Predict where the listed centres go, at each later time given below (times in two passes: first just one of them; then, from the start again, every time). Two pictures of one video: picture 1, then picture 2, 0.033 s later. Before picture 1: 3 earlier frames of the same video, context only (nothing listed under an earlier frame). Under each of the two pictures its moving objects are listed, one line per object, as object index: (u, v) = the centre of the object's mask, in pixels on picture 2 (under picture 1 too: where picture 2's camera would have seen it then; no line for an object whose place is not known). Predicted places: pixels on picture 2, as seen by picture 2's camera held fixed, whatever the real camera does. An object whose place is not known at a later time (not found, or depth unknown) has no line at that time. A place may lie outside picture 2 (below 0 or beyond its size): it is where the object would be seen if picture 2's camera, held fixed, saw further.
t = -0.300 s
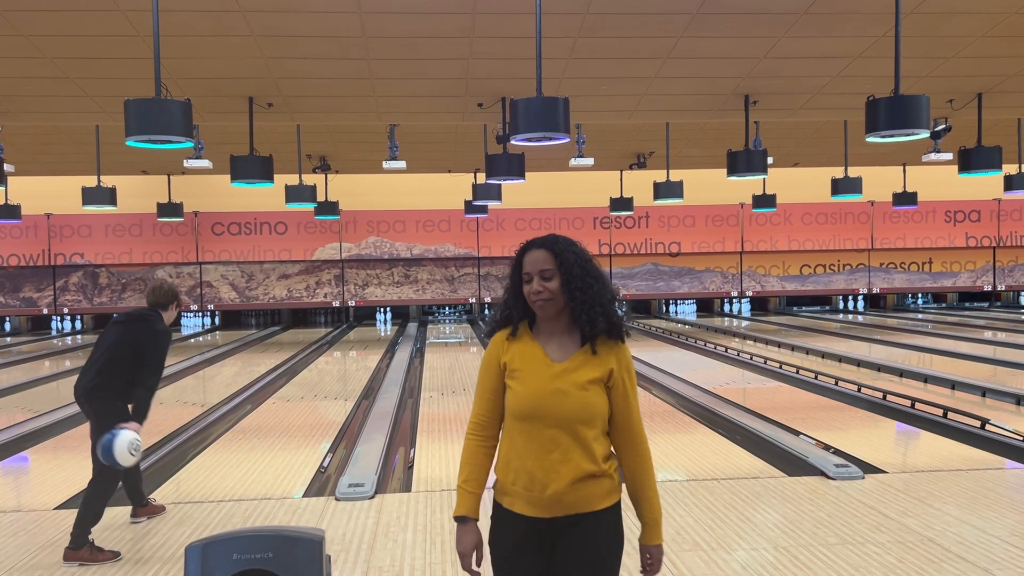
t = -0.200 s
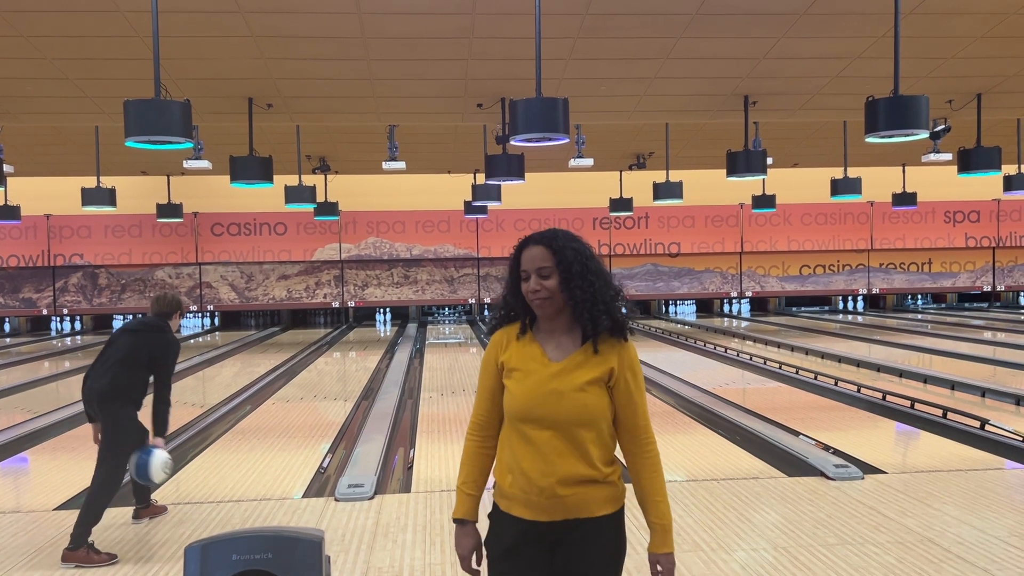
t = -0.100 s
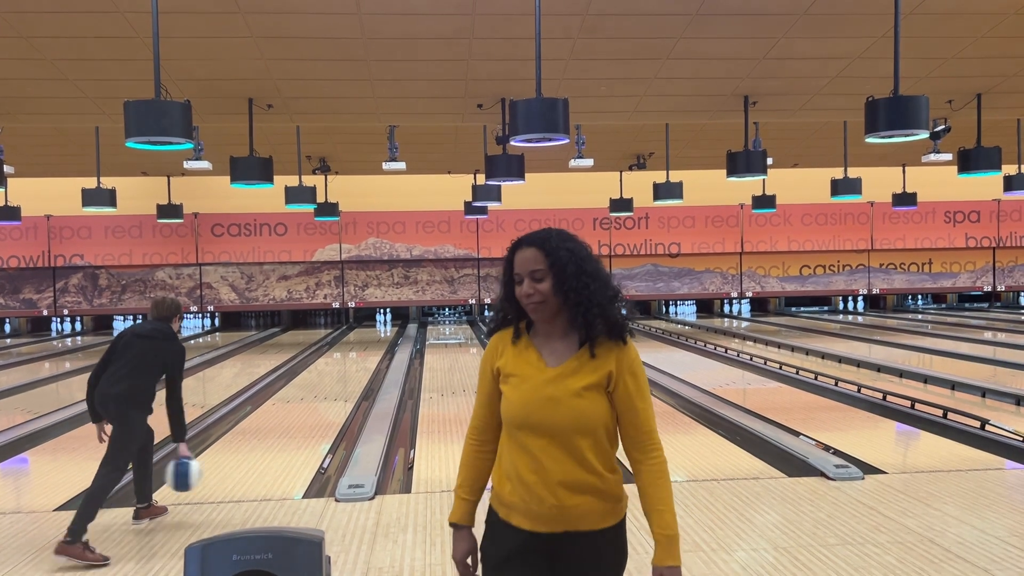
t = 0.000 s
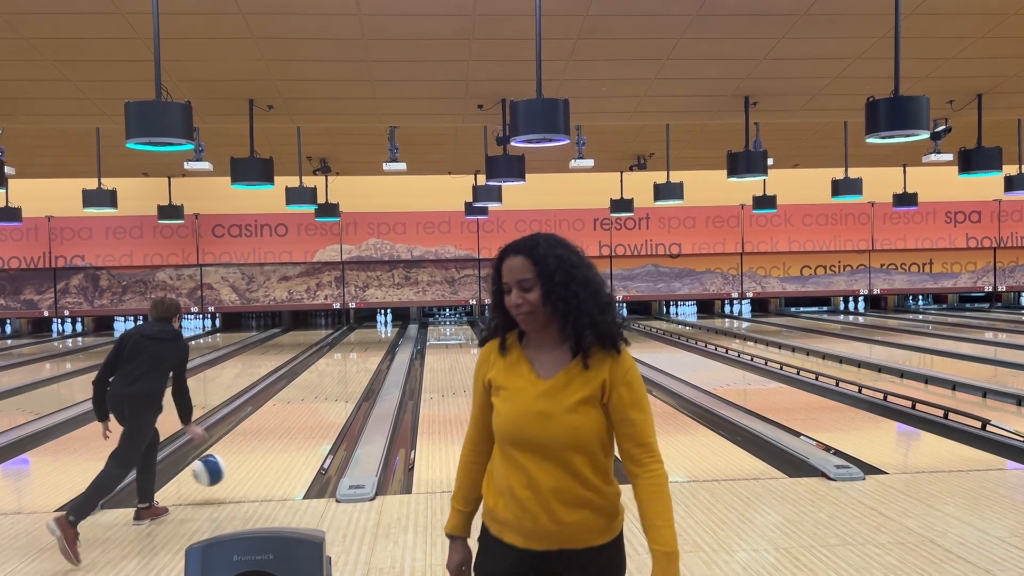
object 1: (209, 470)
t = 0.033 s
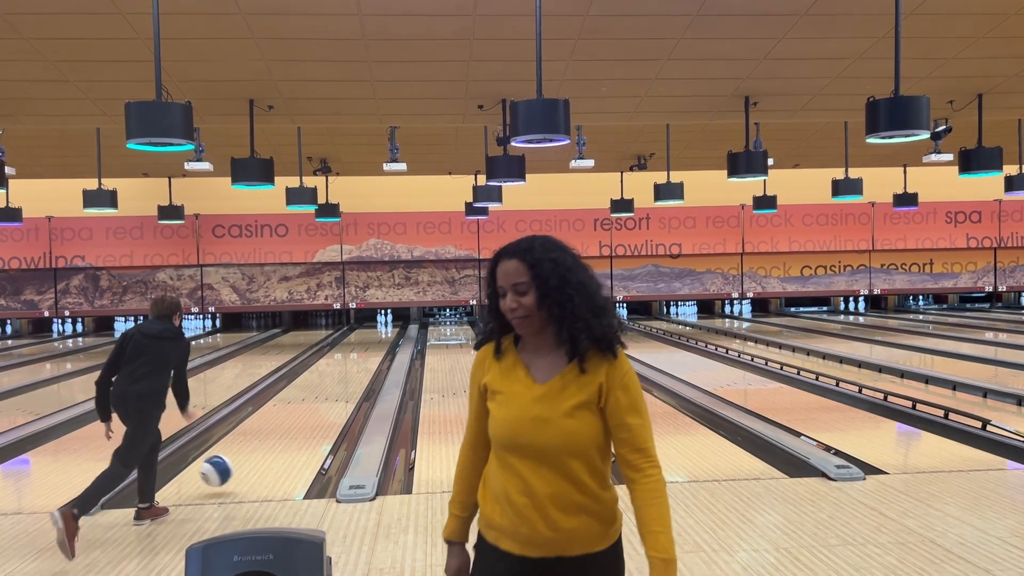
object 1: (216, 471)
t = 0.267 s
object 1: (254, 444)
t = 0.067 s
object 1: (223, 473)
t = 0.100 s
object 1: (228, 467)
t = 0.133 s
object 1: (234, 462)
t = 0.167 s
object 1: (240, 457)
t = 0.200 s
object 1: (244, 453)
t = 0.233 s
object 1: (249, 448)
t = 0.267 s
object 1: (254, 444)
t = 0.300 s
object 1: (258, 440)
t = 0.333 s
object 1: (263, 436)
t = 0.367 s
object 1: (267, 432)
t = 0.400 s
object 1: (271, 429)
